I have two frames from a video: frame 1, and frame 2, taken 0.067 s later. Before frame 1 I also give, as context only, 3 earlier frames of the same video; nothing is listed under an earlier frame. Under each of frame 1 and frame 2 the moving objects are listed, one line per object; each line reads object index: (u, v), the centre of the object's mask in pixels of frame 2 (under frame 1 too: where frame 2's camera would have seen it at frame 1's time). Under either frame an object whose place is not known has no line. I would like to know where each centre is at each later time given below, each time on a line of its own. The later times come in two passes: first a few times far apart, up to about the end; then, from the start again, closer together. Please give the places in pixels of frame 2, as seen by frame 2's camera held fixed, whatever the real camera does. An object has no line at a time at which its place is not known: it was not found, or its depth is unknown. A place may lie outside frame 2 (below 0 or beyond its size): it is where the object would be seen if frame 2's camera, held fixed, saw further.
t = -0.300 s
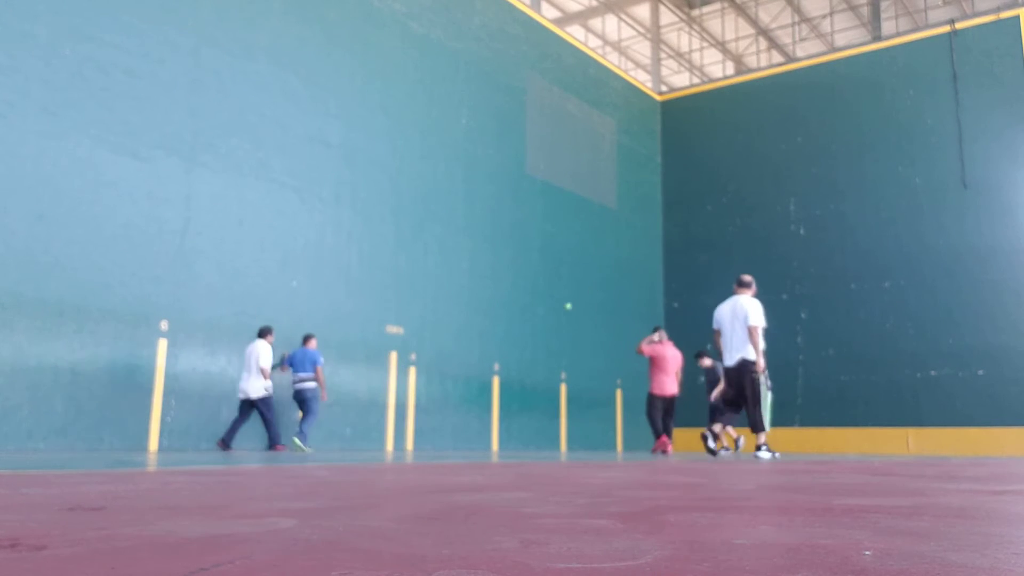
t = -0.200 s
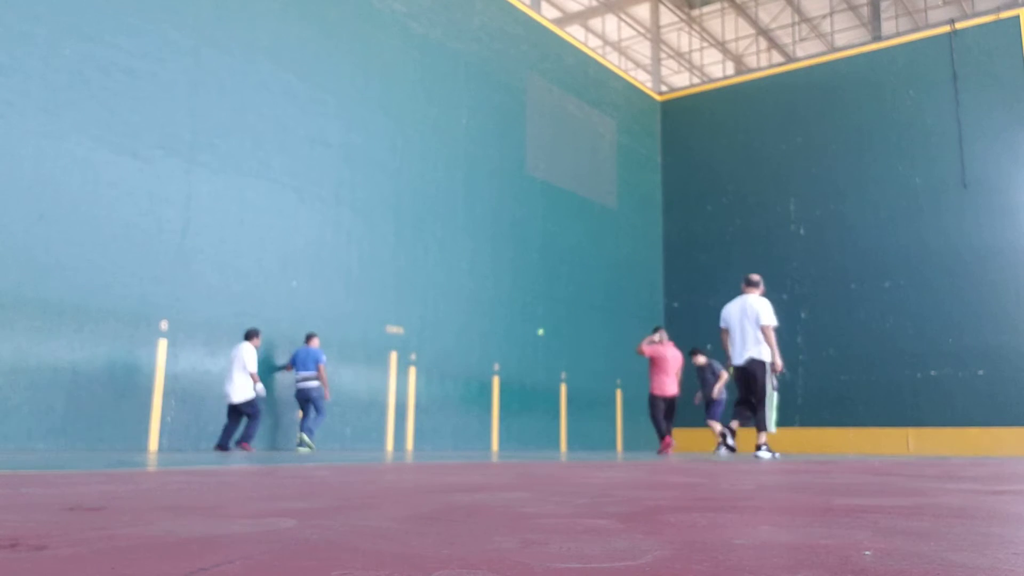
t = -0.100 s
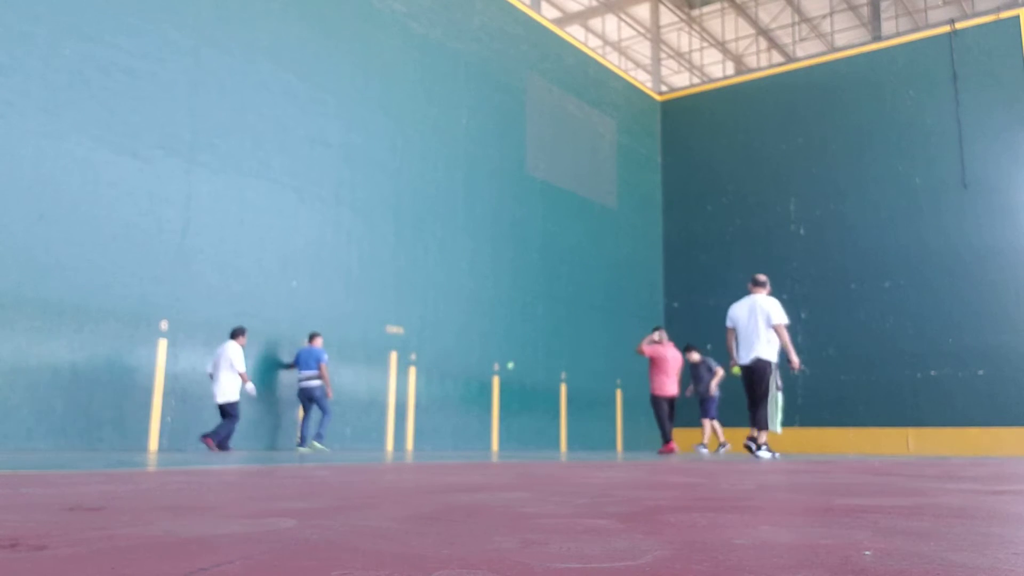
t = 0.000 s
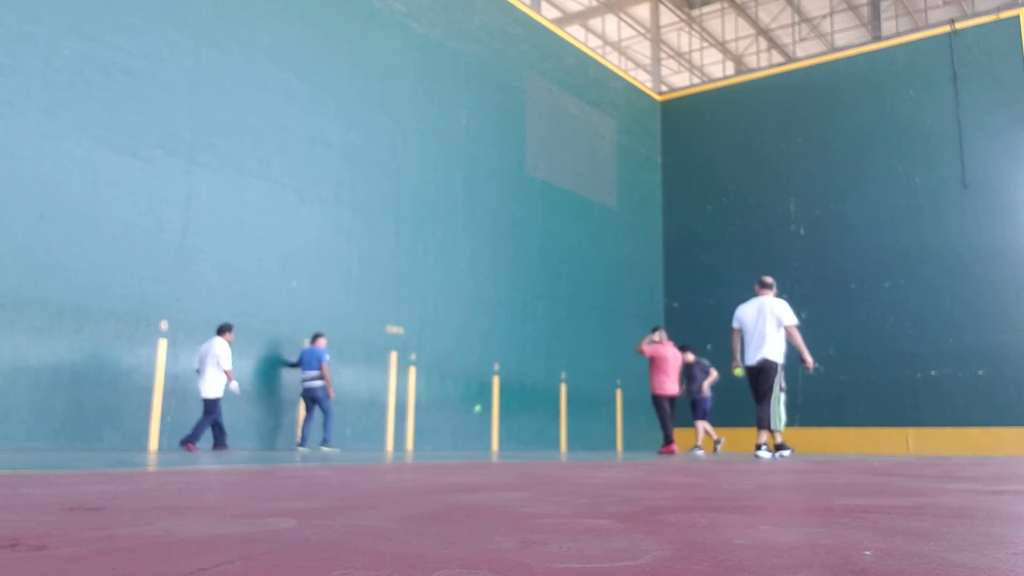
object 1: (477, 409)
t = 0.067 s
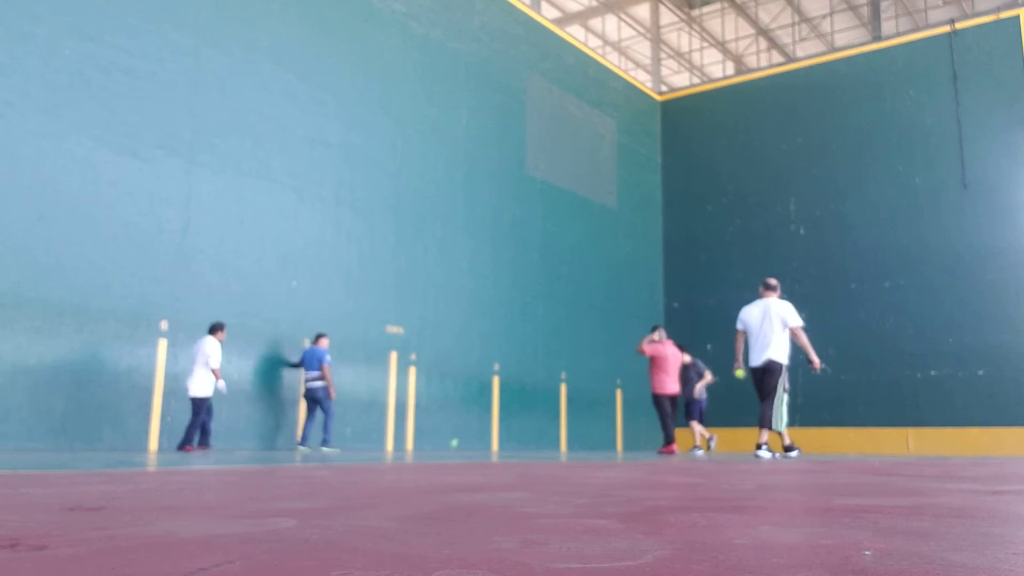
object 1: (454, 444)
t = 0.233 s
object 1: (422, 389)
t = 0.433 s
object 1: (384, 327)
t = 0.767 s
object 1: (314, 282)
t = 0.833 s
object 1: (298, 282)
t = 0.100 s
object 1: (445, 443)
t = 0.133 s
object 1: (440, 429)
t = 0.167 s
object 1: (434, 415)
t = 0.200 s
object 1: (428, 402)
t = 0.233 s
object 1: (422, 389)
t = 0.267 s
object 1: (418, 377)
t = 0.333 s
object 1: (404, 356)
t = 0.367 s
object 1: (398, 346)
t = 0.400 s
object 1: (391, 337)
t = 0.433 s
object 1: (384, 327)
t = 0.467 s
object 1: (378, 321)
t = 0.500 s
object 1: (371, 314)
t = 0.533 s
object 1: (365, 307)
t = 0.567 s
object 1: (358, 301)
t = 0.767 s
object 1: (314, 282)
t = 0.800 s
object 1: (306, 281)
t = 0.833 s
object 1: (298, 282)
